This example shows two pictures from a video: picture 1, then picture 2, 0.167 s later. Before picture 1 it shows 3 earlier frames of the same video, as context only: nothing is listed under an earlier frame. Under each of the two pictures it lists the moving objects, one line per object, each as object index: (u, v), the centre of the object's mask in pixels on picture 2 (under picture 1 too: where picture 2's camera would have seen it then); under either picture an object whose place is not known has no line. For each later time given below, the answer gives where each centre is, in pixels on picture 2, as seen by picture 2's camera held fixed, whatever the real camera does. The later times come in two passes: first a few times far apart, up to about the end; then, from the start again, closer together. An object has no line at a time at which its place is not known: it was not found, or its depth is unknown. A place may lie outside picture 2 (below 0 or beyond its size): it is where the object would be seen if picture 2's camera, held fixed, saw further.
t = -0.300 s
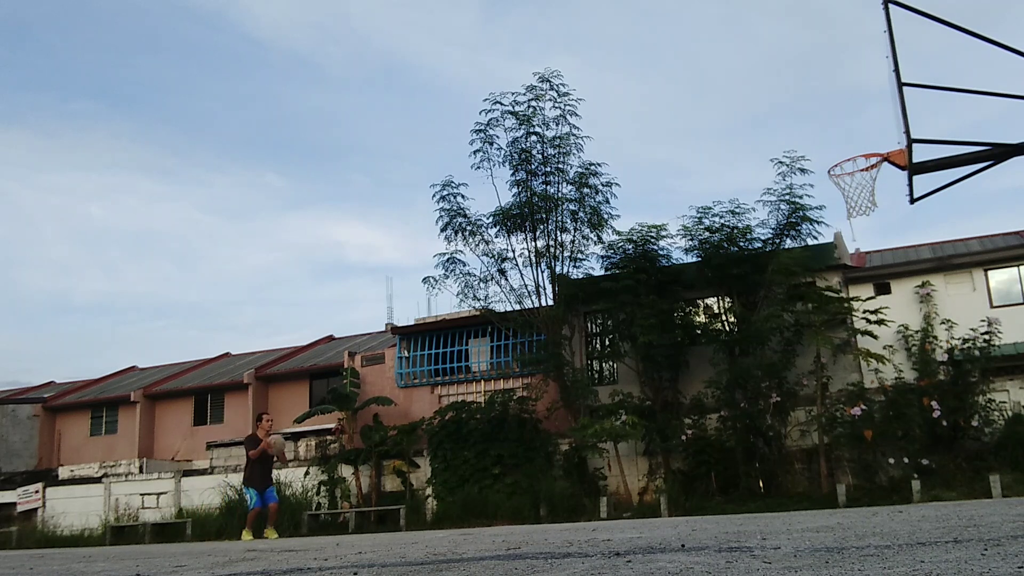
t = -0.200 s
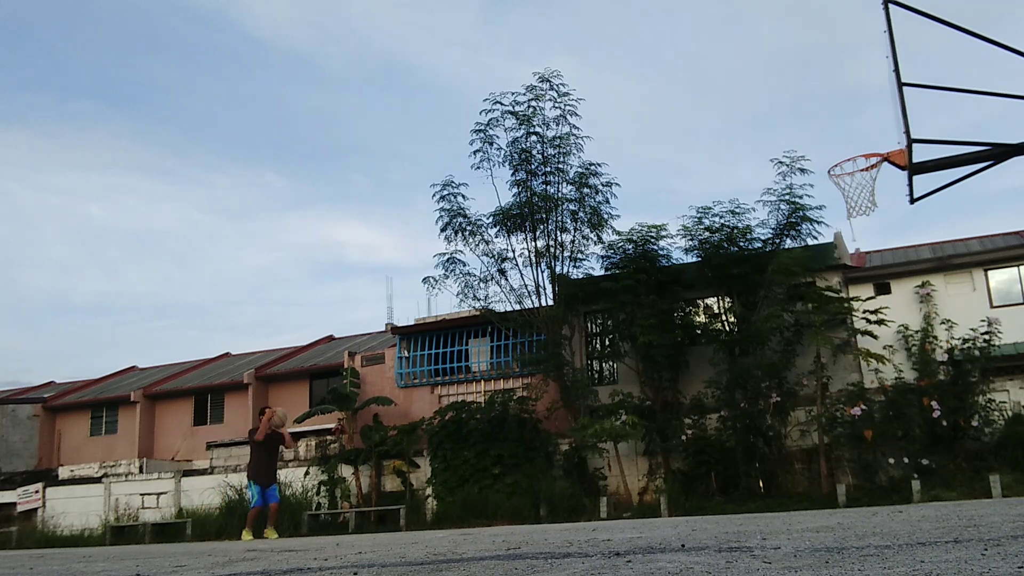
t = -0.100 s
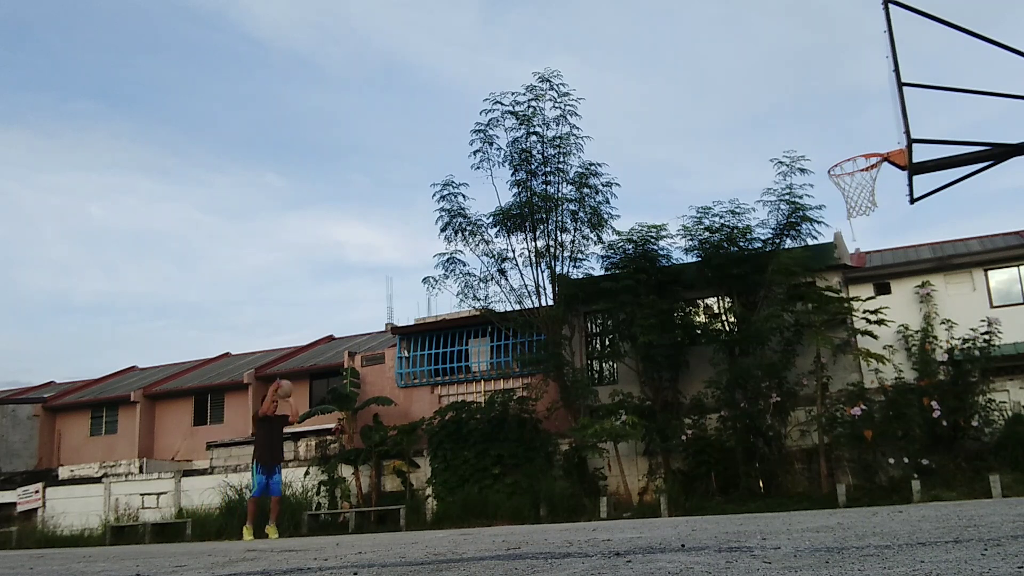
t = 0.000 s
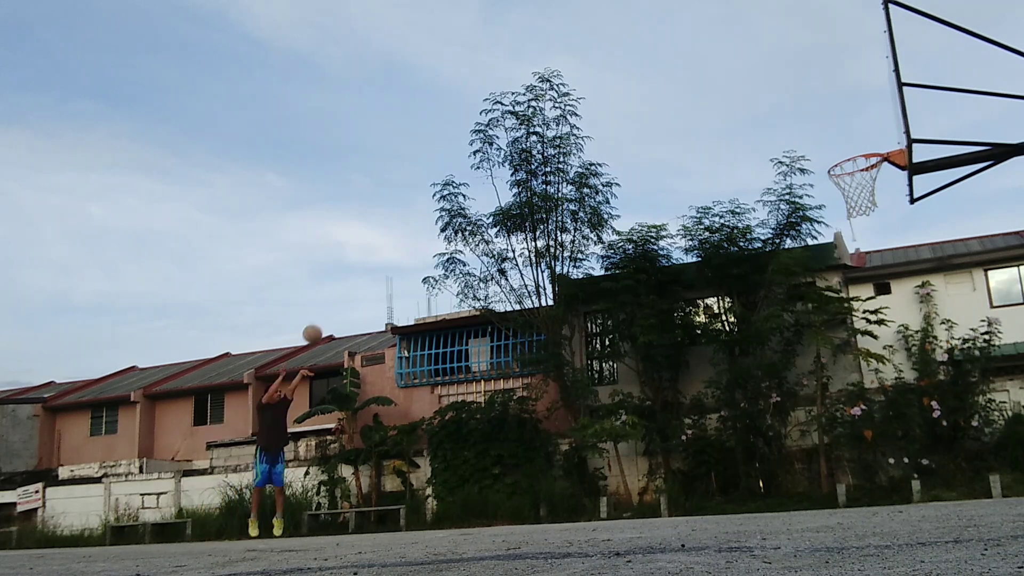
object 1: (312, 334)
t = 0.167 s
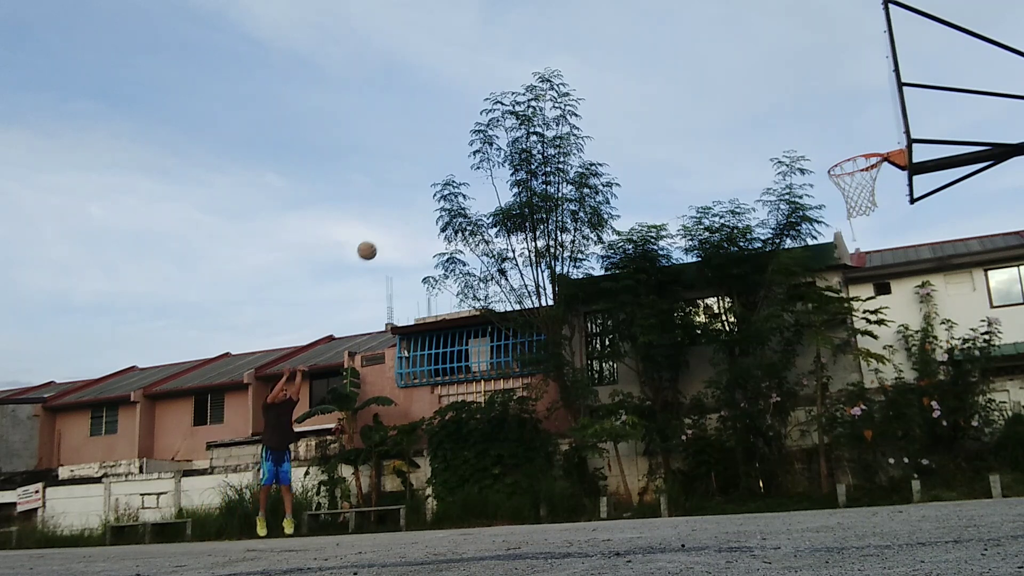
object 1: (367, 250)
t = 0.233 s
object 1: (390, 222)
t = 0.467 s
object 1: (472, 146)
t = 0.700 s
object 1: (566, 108)
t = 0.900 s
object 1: (659, 109)
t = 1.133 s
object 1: (790, 160)
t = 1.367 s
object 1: (762, 301)
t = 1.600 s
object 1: (701, 504)
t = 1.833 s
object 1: (627, 393)
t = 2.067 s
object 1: (565, 347)
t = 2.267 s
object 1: (519, 350)
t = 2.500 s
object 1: (473, 399)
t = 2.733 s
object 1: (431, 499)
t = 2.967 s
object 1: (394, 467)
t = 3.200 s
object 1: (361, 444)
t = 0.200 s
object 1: (378, 236)
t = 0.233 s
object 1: (390, 222)
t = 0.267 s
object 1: (401, 209)
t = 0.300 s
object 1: (412, 197)
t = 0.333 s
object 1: (424, 185)
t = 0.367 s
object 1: (436, 174)
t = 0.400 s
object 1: (448, 164)
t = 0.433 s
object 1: (460, 155)
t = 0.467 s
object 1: (472, 146)
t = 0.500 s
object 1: (485, 138)
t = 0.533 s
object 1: (497, 131)
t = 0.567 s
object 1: (511, 125)
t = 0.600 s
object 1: (524, 119)
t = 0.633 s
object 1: (538, 116)
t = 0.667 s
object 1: (552, 111)
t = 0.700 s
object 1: (566, 108)
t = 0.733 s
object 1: (581, 106)
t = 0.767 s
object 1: (595, 104)
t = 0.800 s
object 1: (611, 104)
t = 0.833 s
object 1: (627, 105)
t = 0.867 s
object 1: (643, 106)
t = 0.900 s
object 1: (659, 109)
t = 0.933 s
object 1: (676, 113)
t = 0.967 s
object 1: (694, 118)
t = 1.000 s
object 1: (712, 124)
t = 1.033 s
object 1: (730, 131)
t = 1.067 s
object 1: (750, 139)
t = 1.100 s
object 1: (769, 149)
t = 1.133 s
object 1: (790, 160)
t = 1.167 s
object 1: (812, 173)
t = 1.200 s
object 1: (816, 188)
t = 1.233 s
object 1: (804, 208)
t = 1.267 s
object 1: (793, 230)
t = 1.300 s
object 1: (782, 253)
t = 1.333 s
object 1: (772, 276)
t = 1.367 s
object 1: (762, 301)
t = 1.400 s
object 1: (752, 327)
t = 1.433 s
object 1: (743, 353)
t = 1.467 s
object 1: (733, 381)
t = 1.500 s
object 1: (725, 411)
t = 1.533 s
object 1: (717, 442)
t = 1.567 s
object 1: (709, 474)
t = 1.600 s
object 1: (701, 504)
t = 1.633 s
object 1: (689, 486)
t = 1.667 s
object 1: (678, 467)
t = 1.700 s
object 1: (667, 449)
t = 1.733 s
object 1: (656, 433)
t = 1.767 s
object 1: (646, 418)
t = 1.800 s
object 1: (636, 405)
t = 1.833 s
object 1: (627, 393)
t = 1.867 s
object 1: (617, 383)
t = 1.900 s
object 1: (607, 374)
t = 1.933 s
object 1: (599, 366)
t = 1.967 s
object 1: (590, 360)
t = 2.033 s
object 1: (573, 350)
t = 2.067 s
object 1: (565, 347)
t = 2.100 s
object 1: (557, 344)
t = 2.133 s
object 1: (549, 343)
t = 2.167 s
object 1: (541, 343)
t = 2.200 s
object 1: (534, 345)
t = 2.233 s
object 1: (527, 347)
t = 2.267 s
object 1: (519, 350)
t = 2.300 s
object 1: (512, 355)
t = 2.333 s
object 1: (506, 360)
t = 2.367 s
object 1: (498, 366)
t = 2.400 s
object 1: (492, 372)
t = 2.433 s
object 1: (485, 380)
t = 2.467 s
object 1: (479, 389)
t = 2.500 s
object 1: (473, 399)
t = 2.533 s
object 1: (466, 411)
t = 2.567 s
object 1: (460, 423)
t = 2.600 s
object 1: (454, 436)
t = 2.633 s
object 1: (448, 450)
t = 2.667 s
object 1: (442, 465)
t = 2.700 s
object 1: (437, 481)
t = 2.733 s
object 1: (431, 499)
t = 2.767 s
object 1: (425, 517)
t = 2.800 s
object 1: (420, 515)
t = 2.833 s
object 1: (415, 503)
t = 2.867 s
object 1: (410, 492)
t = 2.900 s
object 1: (404, 482)
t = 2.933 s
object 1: (399, 474)
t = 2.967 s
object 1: (394, 467)
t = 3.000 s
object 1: (390, 462)
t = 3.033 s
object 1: (385, 457)
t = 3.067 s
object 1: (380, 451)
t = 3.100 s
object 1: (375, 448)
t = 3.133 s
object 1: (370, 446)
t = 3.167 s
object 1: (366, 445)
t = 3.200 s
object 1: (361, 444)
